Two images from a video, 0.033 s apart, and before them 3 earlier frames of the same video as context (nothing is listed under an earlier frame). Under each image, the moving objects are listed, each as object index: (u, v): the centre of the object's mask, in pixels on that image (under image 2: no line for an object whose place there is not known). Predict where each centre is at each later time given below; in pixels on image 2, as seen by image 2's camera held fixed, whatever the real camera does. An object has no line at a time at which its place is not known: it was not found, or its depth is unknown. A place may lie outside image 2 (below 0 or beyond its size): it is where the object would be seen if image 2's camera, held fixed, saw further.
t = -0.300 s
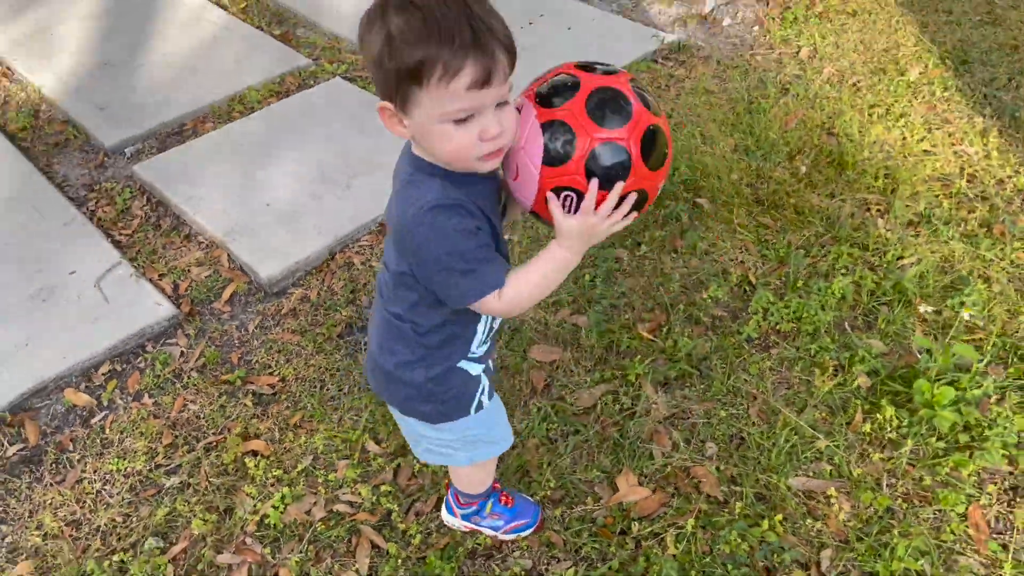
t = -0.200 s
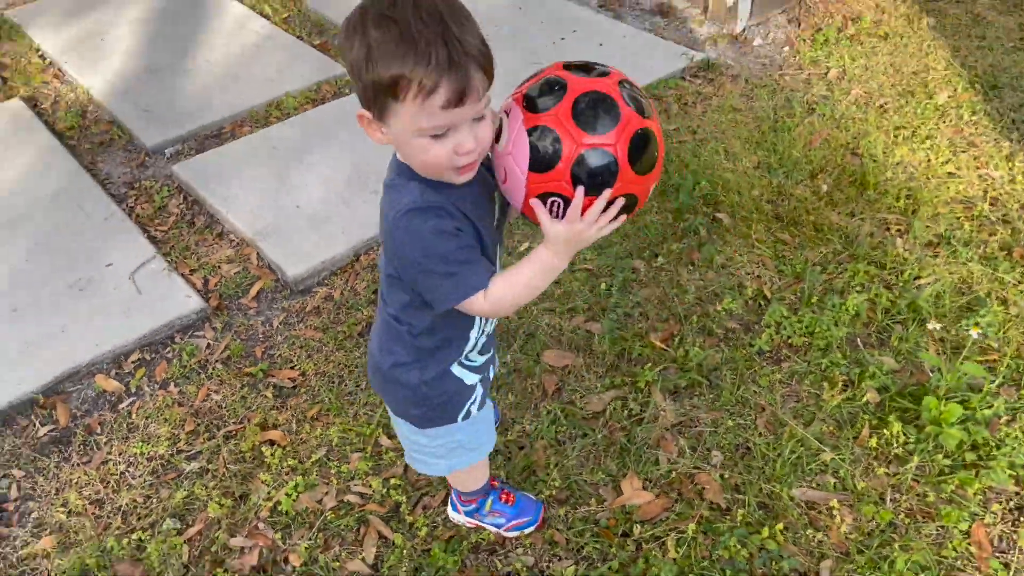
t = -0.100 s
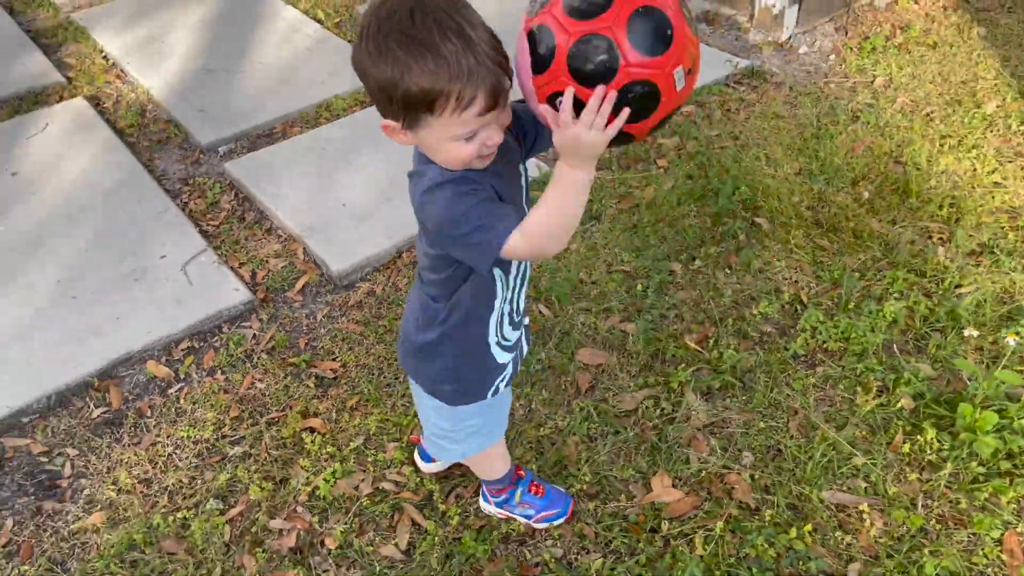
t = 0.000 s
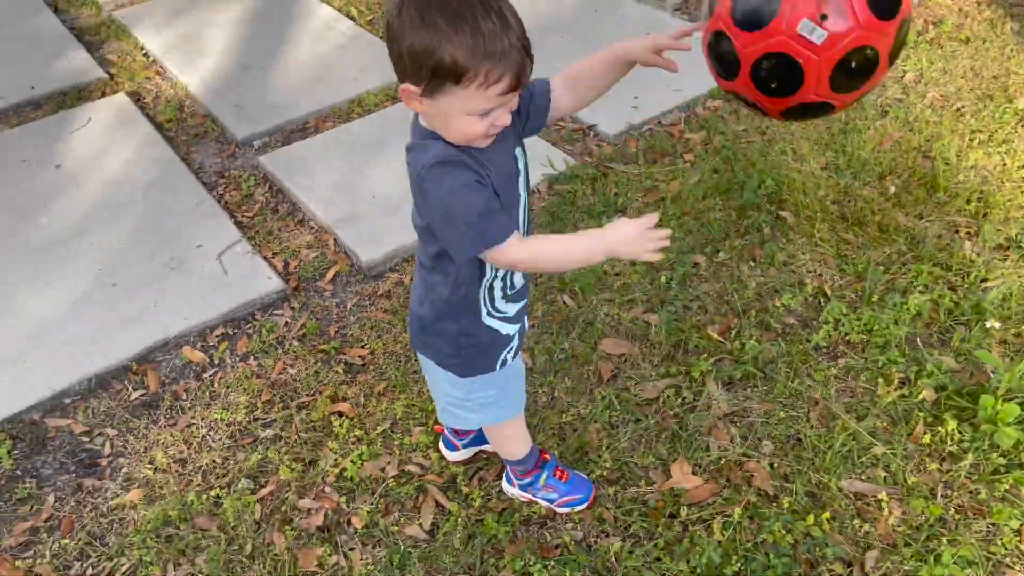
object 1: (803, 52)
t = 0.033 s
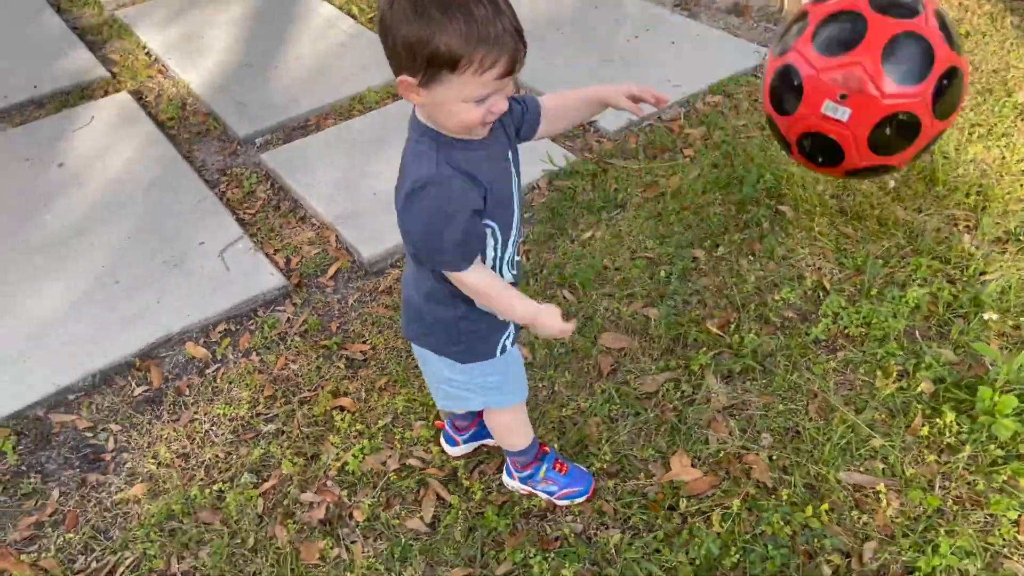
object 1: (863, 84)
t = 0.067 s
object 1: (913, 180)
